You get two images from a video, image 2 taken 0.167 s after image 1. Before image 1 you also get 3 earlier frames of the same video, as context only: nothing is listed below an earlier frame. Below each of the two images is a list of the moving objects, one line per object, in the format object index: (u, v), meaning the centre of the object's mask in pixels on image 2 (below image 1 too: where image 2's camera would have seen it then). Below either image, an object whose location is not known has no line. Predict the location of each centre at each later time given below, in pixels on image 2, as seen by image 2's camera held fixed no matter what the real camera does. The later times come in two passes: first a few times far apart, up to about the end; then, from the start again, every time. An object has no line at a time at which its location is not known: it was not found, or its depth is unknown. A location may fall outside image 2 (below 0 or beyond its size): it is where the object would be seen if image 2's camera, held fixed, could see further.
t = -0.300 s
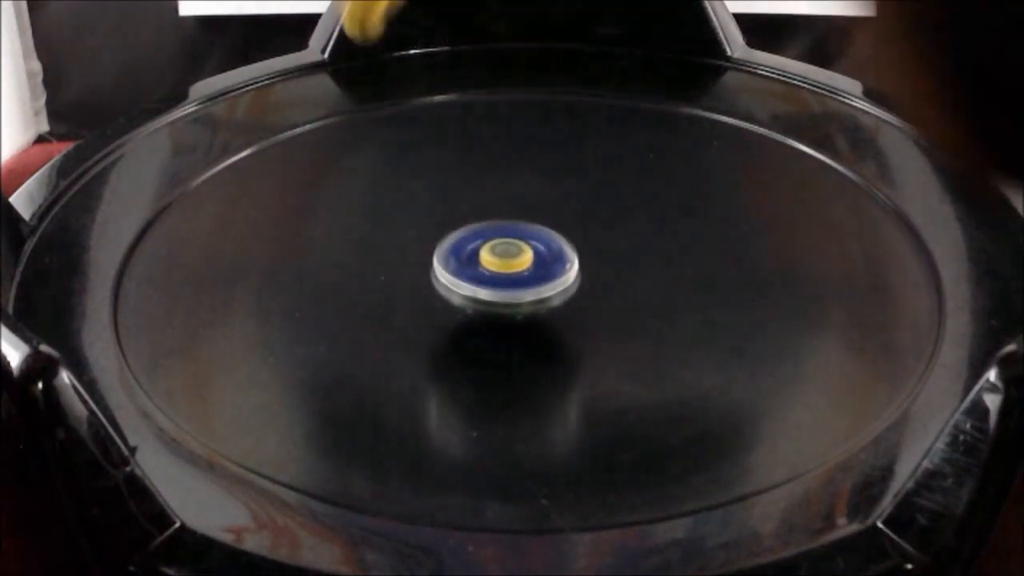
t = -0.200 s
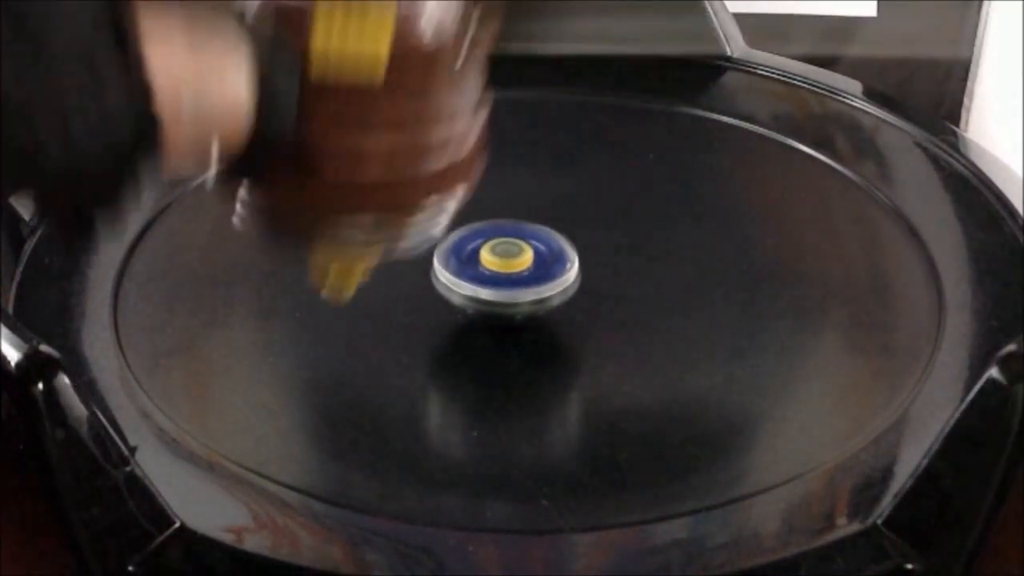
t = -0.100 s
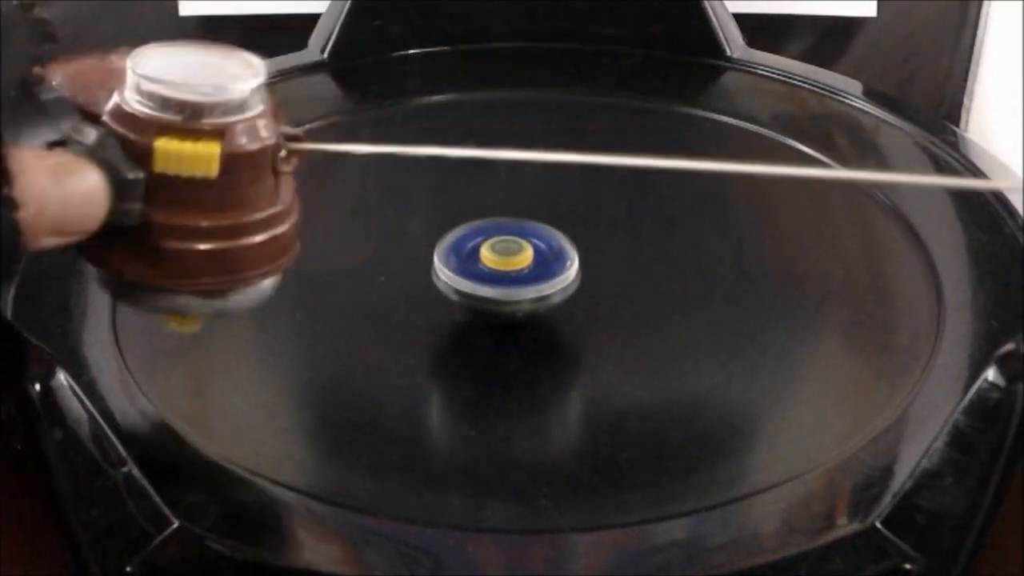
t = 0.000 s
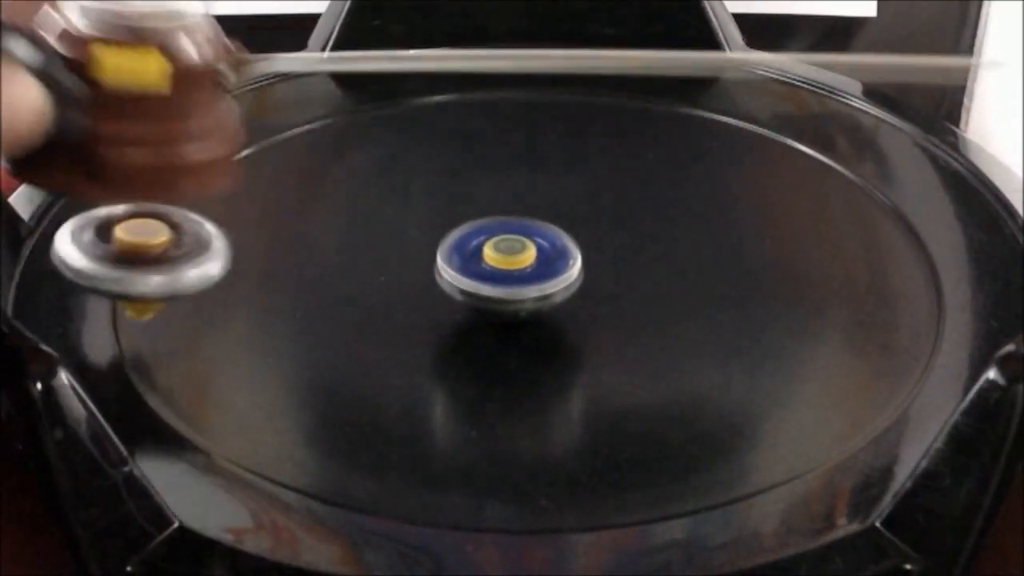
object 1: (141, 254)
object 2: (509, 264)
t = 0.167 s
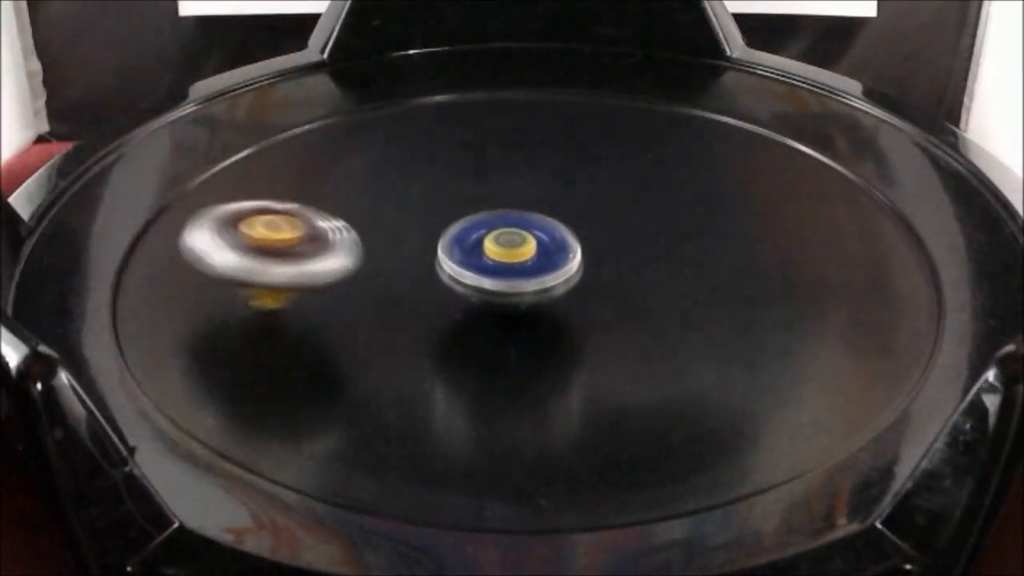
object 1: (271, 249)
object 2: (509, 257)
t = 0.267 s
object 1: (325, 230)
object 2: (571, 256)
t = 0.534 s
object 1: (293, 214)
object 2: (715, 200)
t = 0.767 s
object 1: (373, 227)
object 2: (596, 161)
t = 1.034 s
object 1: (257, 273)
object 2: (625, 133)
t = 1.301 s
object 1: (405, 312)
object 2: (546, 167)
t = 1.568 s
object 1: (544, 369)
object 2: (532, 153)
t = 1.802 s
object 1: (608, 488)
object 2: (534, 46)
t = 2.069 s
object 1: (633, 314)
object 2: (427, 163)
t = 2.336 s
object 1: (564, 196)
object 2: (426, 285)
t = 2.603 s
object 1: (498, 235)
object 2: (577, 347)
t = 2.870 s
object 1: (481, 283)
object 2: (697, 306)
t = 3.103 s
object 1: (480, 311)
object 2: (673, 266)
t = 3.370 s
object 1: (421, 329)
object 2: (596, 230)
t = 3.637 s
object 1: (501, 327)
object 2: (472, 248)
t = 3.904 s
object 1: (540, 329)
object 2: (432, 254)
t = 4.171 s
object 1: (561, 302)
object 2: (418, 257)
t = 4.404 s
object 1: (627, 280)
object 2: (354, 241)
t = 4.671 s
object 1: (582, 234)
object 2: (386, 257)
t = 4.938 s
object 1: (599, 185)
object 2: (397, 265)
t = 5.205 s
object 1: (523, 164)
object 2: (472, 260)
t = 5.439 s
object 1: (480, 116)
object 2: (518, 300)
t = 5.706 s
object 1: (415, 127)
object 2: (629, 261)
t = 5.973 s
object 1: (394, 179)
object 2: (621, 214)
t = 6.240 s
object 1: (427, 236)
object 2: (587, 219)
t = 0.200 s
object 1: (312, 247)
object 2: (509, 257)
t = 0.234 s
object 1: (349, 243)
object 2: (517, 257)
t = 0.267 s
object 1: (325, 230)
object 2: (571, 256)
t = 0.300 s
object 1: (307, 221)
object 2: (624, 253)
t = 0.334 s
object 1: (297, 215)
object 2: (668, 248)
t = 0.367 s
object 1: (290, 212)
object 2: (700, 242)
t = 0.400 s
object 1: (286, 211)
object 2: (721, 234)
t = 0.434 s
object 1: (285, 210)
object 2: (731, 226)
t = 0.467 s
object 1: (285, 211)
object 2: (732, 218)
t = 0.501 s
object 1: (288, 212)
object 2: (726, 209)
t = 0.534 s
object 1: (293, 214)
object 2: (715, 200)
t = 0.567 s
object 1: (300, 216)
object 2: (701, 190)
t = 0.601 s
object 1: (309, 219)
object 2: (686, 181)
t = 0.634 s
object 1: (320, 221)
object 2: (670, 175)
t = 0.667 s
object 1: (332, 223)
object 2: (653, 169)
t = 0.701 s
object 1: (346, 225)
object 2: (634, 164)
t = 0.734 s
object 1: (359, 227)
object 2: (615, 161)
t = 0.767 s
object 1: (373, 227)
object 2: (596, 161)
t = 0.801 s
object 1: (385, 227)
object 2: (576, 162)
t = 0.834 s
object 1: (397, 226)
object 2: (558, 164)
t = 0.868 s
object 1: (408, 224)
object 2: (541, 169)
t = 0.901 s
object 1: (409, 223)
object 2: (529, 172)
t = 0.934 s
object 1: (359, 237)
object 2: (557, 158)
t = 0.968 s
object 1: (313, 250)
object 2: (586, 144)
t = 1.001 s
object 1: (277, 262)
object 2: (609, 135)
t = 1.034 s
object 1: (257, 273)
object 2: (625, 133)
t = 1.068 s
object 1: (252, 282)
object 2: (632, 134)
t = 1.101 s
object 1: (262, 291)
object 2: (632, 137)
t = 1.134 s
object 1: (282, 298)
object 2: (624, 141)
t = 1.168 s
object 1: (305, 303)
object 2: (610, 147)
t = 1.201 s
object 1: (329, 307)
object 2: (592, 151)
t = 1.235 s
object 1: (355, 310)
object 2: (574, 156)
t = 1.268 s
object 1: (380, 311)
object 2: (559, 161)
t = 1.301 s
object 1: (405, 312)
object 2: (546, 167)
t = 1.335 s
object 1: (429, 310)
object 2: (535, 174)
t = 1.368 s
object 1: (451, 307)
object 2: (528, 182)
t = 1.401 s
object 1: (473, 304)
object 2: (523, 189)
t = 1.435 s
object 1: (493, 300)
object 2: (521, 196)
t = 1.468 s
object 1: (512, 294)
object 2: (522, 200)
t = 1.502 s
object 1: (529, 288)
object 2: (523, 203)
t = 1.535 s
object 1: (540, 307)
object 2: (527, 186)
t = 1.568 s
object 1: (544, 369)
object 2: (532, 153)
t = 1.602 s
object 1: (557, 398)
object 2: (538, 112)
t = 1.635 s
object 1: (567, 450)
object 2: (544, 90)
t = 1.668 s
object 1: (580, 463)
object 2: (547, 70)
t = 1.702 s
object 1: (591, 484)
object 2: (547, 54)
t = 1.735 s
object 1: (601, 501)
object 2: (544, 47)
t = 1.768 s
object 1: (604, 498)
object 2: (541, 44)
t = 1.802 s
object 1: (608, 488)
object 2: (534, 46)
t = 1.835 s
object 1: (614, 469)
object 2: (526, 52)
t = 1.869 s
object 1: (620, 453)
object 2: (514, 66)
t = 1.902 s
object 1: (626, 433)
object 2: (499, 82)
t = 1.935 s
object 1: (631, 412)
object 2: (484, 98)
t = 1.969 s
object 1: (633, 389)
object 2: (468, 114)
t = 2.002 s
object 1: (635, 365)
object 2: (453, 130)
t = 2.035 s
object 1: (634, 340)
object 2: (439, 146)
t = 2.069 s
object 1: (633, 314)
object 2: (427, 163)
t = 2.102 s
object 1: (629, 290)
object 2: (416, 179)
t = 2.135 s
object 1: (624, 268)
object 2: (409, 196)
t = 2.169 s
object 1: (617, 247)
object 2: (406, 211)
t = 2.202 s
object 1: (608, 229)
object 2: (404, 227)
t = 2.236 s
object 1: (598, 214)
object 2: (405, 242)
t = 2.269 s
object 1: (587, 203)
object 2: (410, 257)
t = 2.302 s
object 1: (575, 197)
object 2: (416, 271)
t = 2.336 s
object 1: (564, 196)
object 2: (426, 285)
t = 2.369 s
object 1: (554, 198)
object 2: (438, 298)
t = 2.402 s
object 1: (544, 202)
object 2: (452, 310)
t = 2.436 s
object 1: (535, 207)
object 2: (470, 320)
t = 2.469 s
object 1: (526, 212)
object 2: (489, 329)
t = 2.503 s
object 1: (518, 218)
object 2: (510, 337)
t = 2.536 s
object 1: (510, 223)
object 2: (531, 342)
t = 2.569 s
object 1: (504, 229)
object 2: (555, 345)
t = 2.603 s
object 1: (498, 235)
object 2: (577, 347)
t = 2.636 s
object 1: (493, 241)
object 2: (600, 346)
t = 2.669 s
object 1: (489, 247)
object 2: (621, 344)
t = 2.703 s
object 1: (485, 254)
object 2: (640, 340)
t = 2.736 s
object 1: (483, 260)
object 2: (658, 335)
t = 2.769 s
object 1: (481, 266)
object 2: (672, 329)
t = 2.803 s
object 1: (480, 272)
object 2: (685, 322)
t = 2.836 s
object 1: (480, 277)
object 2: (693, 314)
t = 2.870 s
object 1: (481, 283)
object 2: (697, 306)
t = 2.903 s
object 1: (484, 288)
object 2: (697, 300)
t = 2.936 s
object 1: (488, 292)
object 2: (694, 294)
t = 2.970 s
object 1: (492, 297)
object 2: (689, 287)
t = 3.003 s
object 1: (497, 300)
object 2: (681, 283)
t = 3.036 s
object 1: (503, 303)
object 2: (672, 279)
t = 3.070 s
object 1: (509, 305)
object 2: (663, 275)
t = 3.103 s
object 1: (480, 311)
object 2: (673, 266)
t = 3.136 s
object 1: (446, 316)
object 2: (686, 256)
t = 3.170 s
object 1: (422, 318)
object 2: (688, 248)
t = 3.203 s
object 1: (408, 320)
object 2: (679, 242)
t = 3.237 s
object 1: (401, 321)
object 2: (666, 237)
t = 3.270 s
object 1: (399, 323)
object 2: (649, 234)
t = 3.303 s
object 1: (403, 326)
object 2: (632, 231)
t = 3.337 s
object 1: (411, 328)
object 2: (614, 230)
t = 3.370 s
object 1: (421, 329)
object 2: (596, 230)
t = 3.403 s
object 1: (432, 331)
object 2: (578, 230)
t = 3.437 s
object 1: (444, 332)
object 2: (561, 231)
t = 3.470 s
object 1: (456, 332)
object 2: (543, 234)
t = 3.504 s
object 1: (467, 332)
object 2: (526, 237)
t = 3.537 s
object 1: (477, 331)
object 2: (511, 240)
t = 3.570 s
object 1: (486, 329)
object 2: (496, 242)
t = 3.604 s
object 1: (494, 327)
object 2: (483, 245)
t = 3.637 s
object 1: (501, 327)
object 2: (472, 248)
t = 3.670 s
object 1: (506, 327)
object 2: (462, 250)
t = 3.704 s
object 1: (510, 328)
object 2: (457, 252)
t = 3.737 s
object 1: (515, 331)
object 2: (454, 252)
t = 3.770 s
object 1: (519, 331)
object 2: (449, 253)
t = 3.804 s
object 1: (521, 329)
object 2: (444, 254)
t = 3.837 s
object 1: (524, 326)
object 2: (440, 256)
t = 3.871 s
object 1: (529, 326)
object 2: (436, 257)
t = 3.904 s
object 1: (540, 329)
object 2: (432, 254)
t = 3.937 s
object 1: (547, 328)
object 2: (429, 253)
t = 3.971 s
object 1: (550, 325)
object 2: (427, 253)
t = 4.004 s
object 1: (553, 322)
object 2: (424, 254)
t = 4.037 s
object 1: (555, 318)
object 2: (423, 254)
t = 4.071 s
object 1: (556, 313)
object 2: (421, 256)
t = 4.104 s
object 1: (556, 309)
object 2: (421, 256)
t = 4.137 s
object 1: (555, 305)
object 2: (420, 257)
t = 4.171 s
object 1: (561, 302)
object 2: (418, 257)
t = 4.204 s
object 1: (589, 307)
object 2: (401, 246)
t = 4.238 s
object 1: (610, 307)
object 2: (388, 238)
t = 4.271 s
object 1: (623, 304)
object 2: (380, 233)
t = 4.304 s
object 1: (628, 299)
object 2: (373, 233)
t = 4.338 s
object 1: (629, 293)
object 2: (366, 234)
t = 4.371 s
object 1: (628, 286)
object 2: (360, 237)
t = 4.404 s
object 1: (627, 280)
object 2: (354, 241)
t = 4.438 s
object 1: (624, 273)
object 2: (352, 245)
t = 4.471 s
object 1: (621, 267)
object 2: (354, 248)
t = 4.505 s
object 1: (616, 261)
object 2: (357, 250)
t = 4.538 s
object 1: (610, 255)
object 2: (362, 252)
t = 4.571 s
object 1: (603, 250)
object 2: (367, 254)
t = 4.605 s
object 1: (597, 244)
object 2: (373, 256)
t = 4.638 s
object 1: (590, 239)
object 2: (379, 257)
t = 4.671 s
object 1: (582, 234)
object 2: (386, 257)
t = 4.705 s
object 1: (574, 230)
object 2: (393, 257)
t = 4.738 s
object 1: (565, 226)
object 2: (401, 258)
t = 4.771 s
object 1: (557, 222)
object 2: (408, 258)
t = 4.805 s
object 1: (557, 216)
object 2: (407, 258)
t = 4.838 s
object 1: (577, 206)
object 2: (393, 261)
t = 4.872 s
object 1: (592, 197)
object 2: (388, 262)
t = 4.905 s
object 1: (599, 191)
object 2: (391, 264)
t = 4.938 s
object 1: (599, 185)
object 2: (397, 265)
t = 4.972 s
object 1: (594, 181)
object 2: (406, 266)
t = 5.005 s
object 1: (584, 178)
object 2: (416, 266)
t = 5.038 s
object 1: (572, 174)
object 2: (427, 267)
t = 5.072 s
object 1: (560, 171)
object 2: (437, 266)
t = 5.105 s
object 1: (549, 169)
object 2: (446, 265)
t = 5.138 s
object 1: (540, 167)
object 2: (455, 264)
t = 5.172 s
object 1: (531, 165)
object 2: (464, 262)
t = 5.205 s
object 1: (523, 164)
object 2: (472, 260)
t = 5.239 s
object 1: (515, 163)
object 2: (479, 258)
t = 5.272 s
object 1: (507, 162)
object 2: (485, 255)
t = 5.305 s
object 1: (499, 162)
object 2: (492, 254)
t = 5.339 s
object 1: (495, 147)
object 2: (495, 268)
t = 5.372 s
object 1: (492, 130)
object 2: (500, 283)
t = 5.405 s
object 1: (488, 120)
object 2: (507, 293)
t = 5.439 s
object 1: (480, 116)
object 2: (518, 300)
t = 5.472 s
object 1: (470, 115)
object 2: (532, 302)
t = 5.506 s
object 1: (461, 115)
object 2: (548, 301)
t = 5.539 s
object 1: (452, 115)
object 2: (565, 297)
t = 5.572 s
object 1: (443, 116)
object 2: (582, 292)
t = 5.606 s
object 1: (435, 118)
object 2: (597, 285)
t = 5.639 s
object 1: (427, 120)
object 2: (610, 278)
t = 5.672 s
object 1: (421, 123)
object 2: (621, 269)
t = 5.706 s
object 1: (415, 127)
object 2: (629, 261)
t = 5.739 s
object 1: (409, 132)
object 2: (636, 253)
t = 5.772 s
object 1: (404, 137)
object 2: (640, 245)
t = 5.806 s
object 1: (400, 143)
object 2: (642, 236)
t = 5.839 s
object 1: (397, 149)
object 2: (642, 229)
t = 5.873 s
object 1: (395, 156)
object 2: (639, 223)
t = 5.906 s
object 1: (394, 164)
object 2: (634, 218)
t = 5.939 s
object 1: (393, 171)
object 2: (627, 216)
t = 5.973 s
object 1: (394, 179)
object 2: (621, 214)
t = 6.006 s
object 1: (396, 186)
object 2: (615, 214)
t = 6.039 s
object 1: (400, 194)
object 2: (609, 214)
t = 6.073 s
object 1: (405, 201)
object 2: (603, 214)
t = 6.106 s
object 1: (410, 209)
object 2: (597, 215)
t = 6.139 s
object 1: (417, 216)
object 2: (592, 216)
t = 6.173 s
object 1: (425, 222)
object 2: (587, 218)
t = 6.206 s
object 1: (432, 229)
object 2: (582, 219)
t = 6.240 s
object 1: (427, 236)
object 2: (587, 219)
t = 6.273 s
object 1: (424, 243)
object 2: (592, 219)
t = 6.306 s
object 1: (429, 251)
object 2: (592, 219)
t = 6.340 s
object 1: (437, 258)
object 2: (590, 221)
